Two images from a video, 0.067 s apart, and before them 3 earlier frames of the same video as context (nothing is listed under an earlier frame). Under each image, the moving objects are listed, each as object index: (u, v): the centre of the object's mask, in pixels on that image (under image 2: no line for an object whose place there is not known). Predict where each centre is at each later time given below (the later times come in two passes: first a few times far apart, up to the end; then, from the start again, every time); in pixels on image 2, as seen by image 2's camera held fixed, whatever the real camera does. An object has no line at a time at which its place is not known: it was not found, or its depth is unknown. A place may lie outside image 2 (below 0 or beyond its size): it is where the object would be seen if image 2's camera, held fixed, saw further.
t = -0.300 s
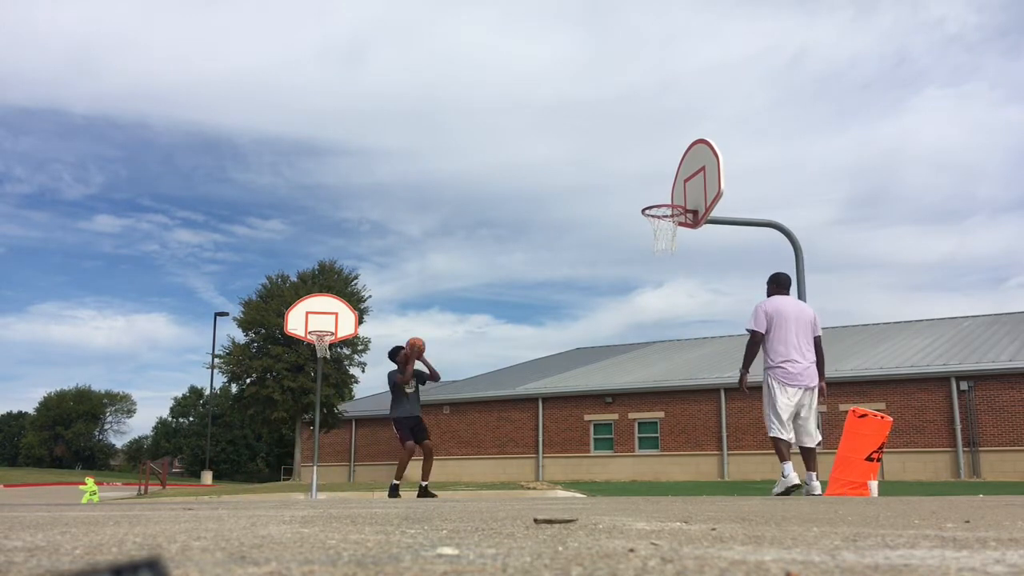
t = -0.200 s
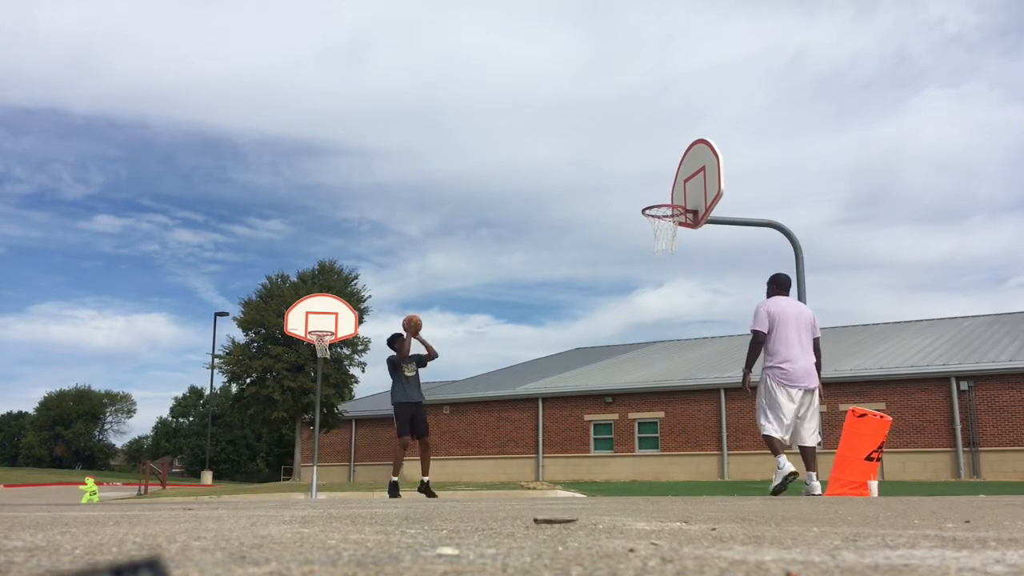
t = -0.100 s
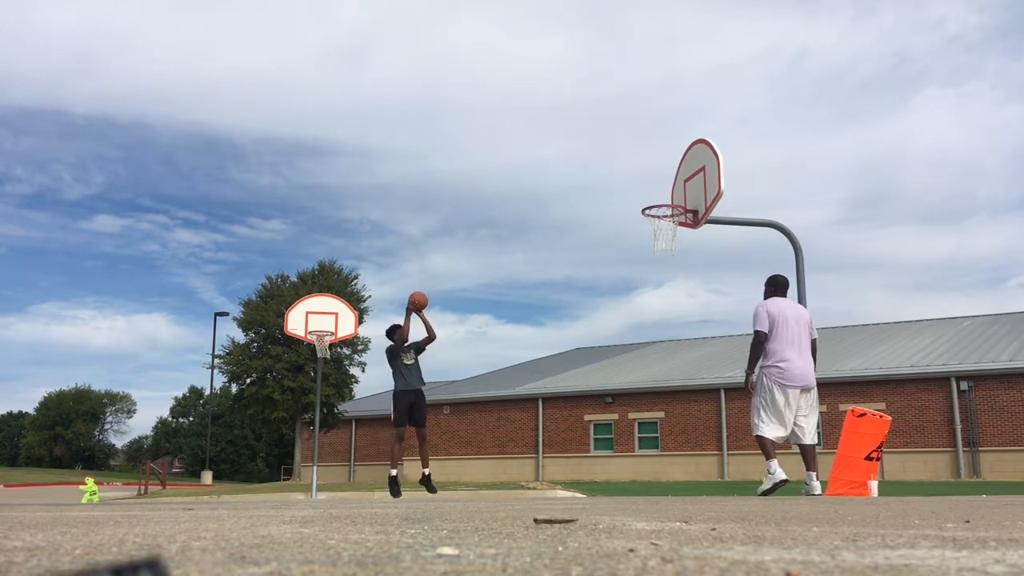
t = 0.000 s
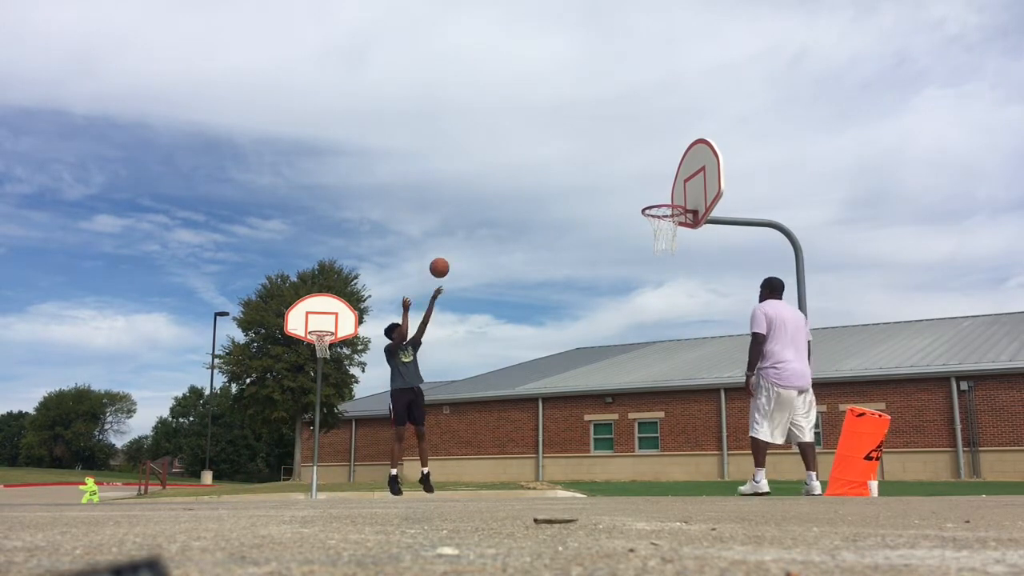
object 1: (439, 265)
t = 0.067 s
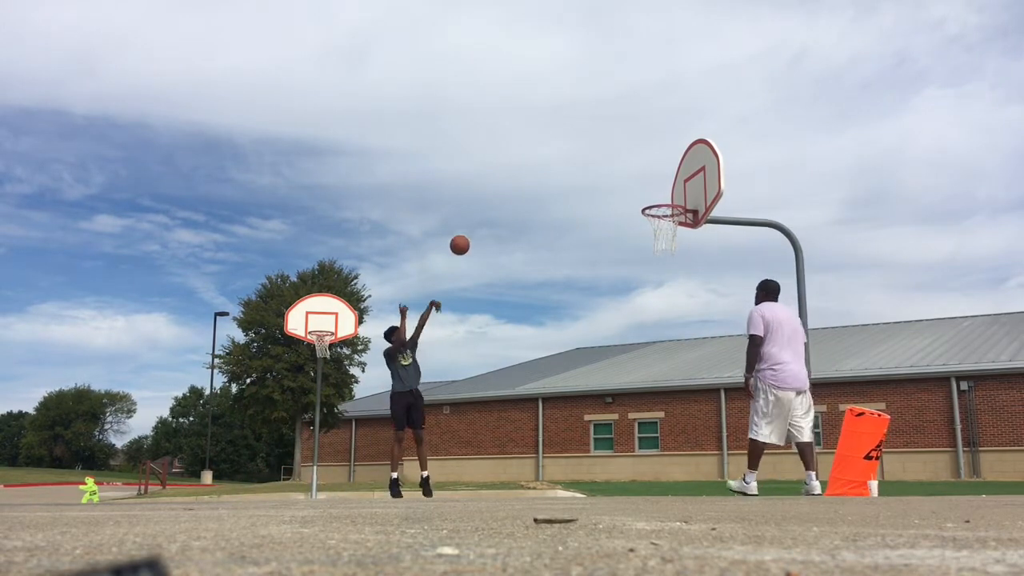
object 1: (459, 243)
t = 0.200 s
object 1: (500, 207)
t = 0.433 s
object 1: (573, 176)
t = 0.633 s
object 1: (639, 185)
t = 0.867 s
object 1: (657, 193)
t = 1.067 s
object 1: (677, 182)
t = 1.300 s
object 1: (656, 200)
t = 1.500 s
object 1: (673, 195)
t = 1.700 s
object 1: (675, 193)
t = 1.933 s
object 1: (665, 196)
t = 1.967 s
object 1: (663, 199)
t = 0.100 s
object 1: (469, 232)
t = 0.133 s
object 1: (480, 223)
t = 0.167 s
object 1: (490, 214)
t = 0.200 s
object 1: (500, 207)
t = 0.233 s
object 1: (510, 200)
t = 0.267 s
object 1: (521, 194)
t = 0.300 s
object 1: (531, 189)
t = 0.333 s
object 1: (541, 185)
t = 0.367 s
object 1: (551, 180)
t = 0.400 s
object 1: (562, 178)
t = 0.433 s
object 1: (573, 176)
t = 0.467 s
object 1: (583, 176)
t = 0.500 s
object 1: (594, 176)
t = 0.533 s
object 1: (605, 177)
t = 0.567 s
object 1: (616, 179)
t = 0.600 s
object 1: (627, 182)
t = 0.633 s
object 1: (639, 185)
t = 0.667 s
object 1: (650, 190)
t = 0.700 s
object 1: (661, 195)
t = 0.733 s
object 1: (674, 200)
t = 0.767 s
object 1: (668, 200)
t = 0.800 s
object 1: (656, 200)
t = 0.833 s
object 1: (653, 199)
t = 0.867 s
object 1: (657, 193)
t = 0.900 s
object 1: (661, 190)
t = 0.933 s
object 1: (666, 186)
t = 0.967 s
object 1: (670, 184)
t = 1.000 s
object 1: (674, 182)
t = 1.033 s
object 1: (678, 181)
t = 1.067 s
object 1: (677, 182)
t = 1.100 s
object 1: (673, 184)
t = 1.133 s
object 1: (670, 187)
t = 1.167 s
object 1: (666, 190)
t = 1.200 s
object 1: (662, 194)
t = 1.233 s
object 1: (658, 199)
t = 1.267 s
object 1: (655, 201)
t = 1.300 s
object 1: (656, 200)
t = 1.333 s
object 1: (656, 200)
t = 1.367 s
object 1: (656, 200)
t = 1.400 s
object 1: (659, 197)
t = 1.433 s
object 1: (663, 196)
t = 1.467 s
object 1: (669, 195)
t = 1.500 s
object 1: (673, 195)
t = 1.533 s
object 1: (676, 196)
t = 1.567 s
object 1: (676, 194)
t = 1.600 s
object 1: (676, 193)
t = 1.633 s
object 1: (675, 192)
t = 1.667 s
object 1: (675, 192)
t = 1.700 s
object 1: (675, 193)
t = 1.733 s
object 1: (675, 195)
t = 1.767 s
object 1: (675, 198)
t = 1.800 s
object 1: (674, 198)
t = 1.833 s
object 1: (671, 196)
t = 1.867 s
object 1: (669, 196)
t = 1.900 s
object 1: (667, 196)
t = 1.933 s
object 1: (665, 196)
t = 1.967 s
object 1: (663, 199)
